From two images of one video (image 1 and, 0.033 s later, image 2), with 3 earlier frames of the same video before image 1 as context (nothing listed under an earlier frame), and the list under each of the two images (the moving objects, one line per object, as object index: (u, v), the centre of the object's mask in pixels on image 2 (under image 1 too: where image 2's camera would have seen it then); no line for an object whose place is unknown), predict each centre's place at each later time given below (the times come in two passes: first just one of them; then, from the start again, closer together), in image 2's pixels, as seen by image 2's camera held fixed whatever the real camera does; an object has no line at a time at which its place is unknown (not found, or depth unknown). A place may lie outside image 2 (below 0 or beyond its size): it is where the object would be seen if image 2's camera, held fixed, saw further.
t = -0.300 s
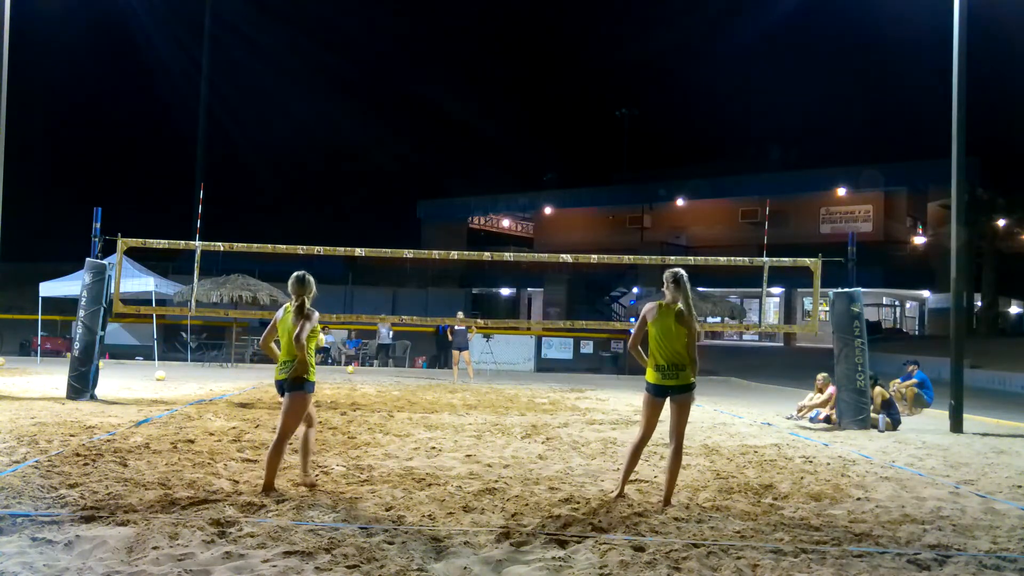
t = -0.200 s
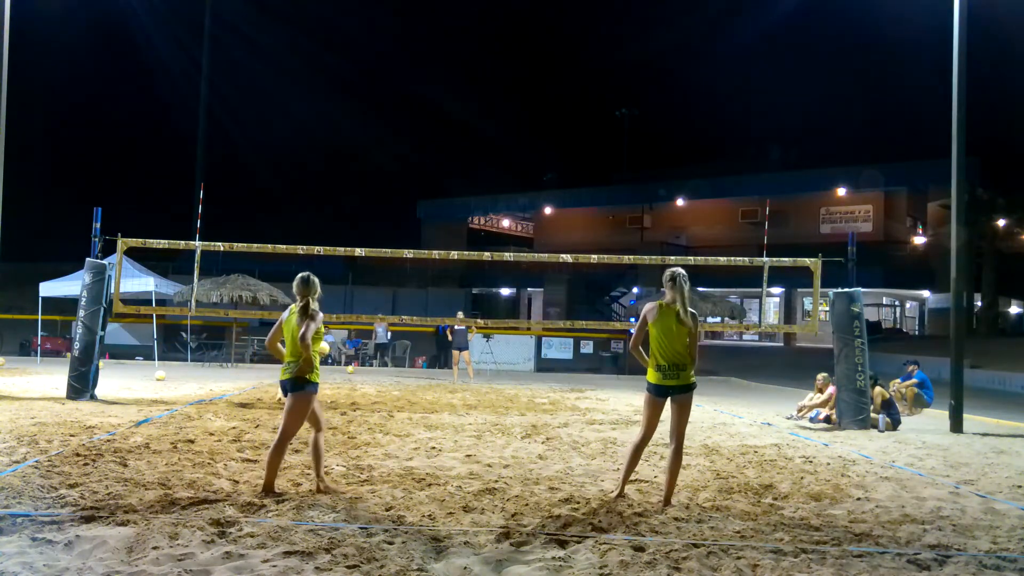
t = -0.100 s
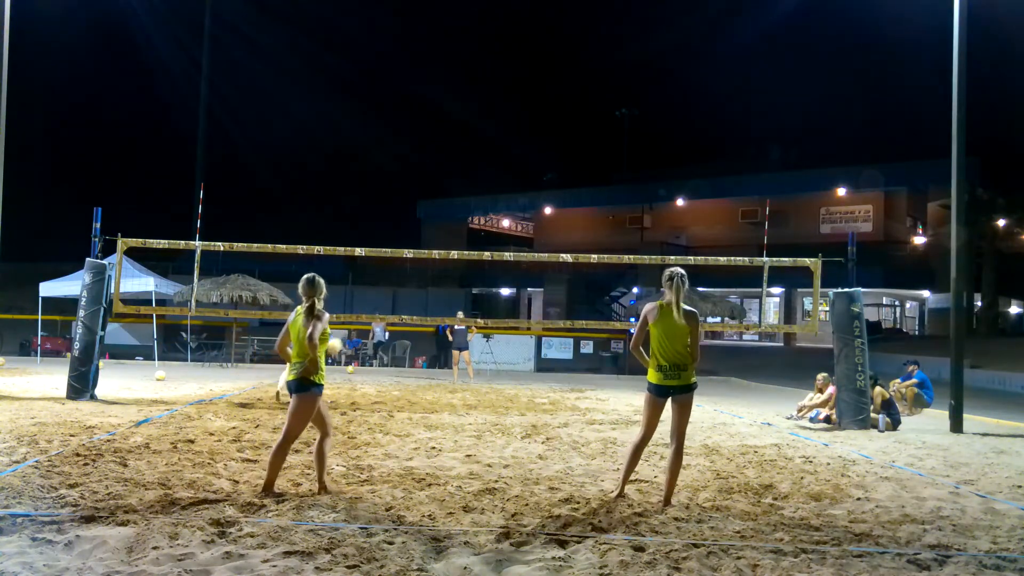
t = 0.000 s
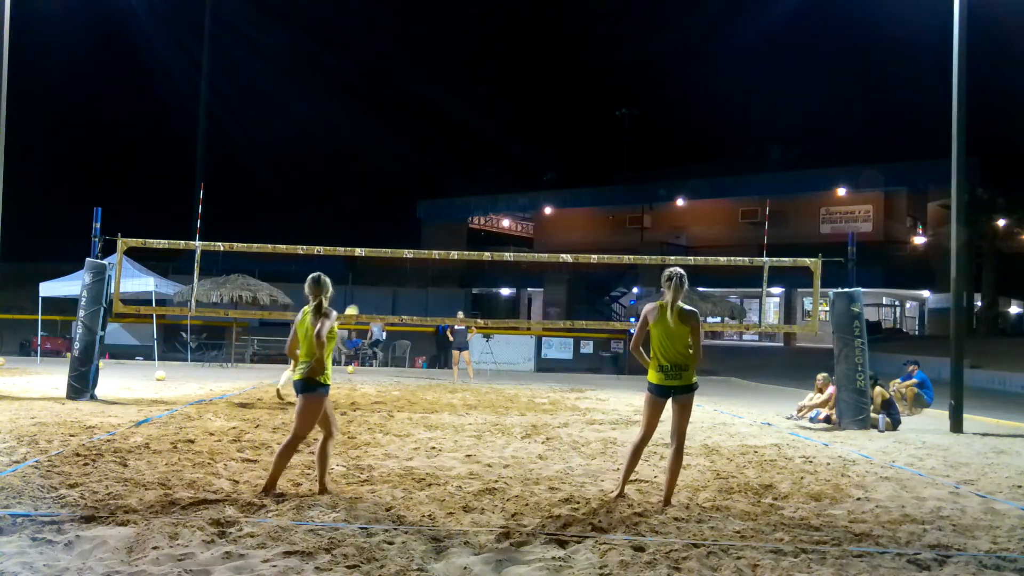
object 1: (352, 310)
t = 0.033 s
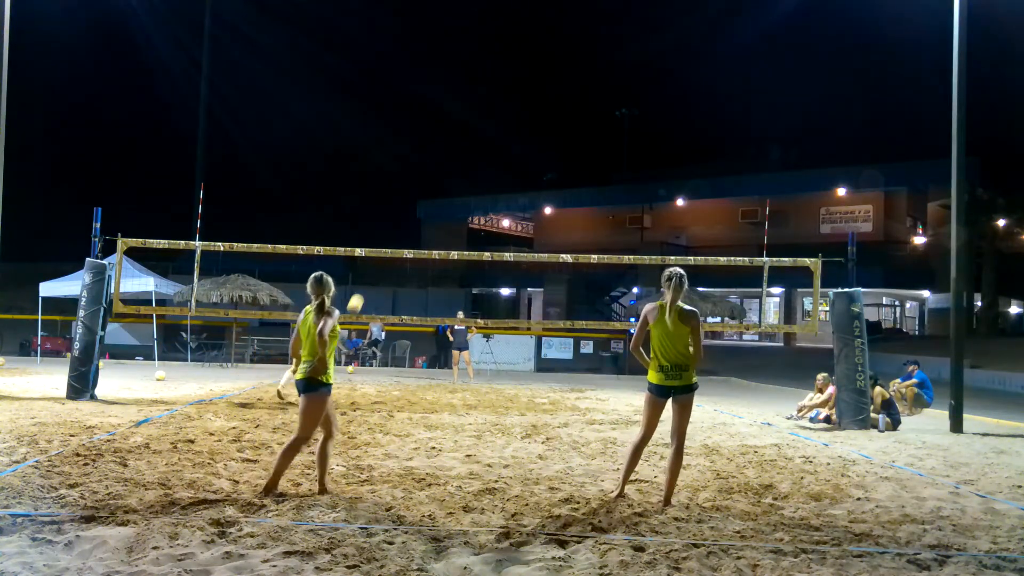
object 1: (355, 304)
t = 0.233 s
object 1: (381, 258)
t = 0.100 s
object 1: (365, 283)
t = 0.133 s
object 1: (369, 275)
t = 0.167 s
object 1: (373, 267)
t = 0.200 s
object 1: (377, 262)
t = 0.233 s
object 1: (381, 258)
